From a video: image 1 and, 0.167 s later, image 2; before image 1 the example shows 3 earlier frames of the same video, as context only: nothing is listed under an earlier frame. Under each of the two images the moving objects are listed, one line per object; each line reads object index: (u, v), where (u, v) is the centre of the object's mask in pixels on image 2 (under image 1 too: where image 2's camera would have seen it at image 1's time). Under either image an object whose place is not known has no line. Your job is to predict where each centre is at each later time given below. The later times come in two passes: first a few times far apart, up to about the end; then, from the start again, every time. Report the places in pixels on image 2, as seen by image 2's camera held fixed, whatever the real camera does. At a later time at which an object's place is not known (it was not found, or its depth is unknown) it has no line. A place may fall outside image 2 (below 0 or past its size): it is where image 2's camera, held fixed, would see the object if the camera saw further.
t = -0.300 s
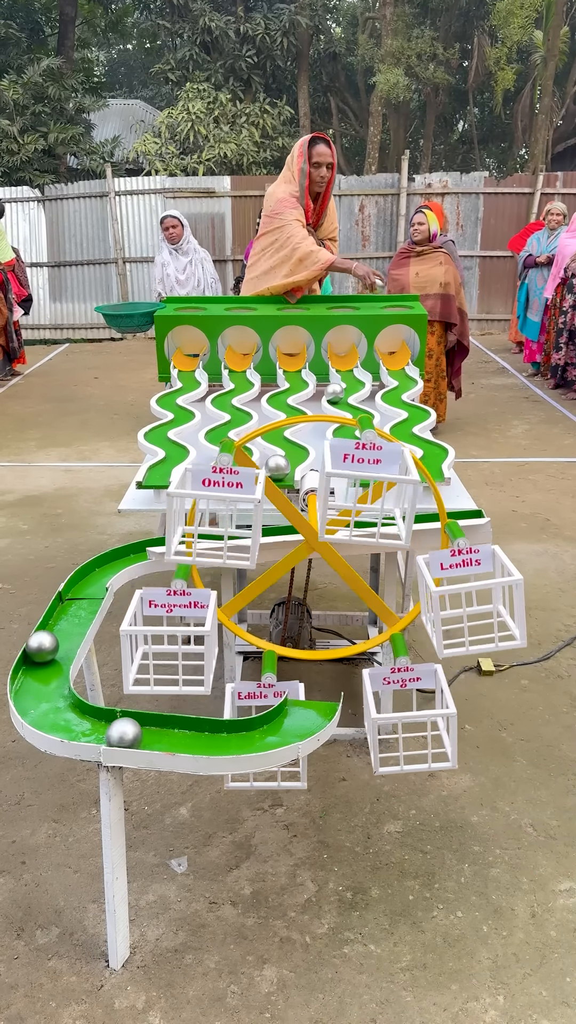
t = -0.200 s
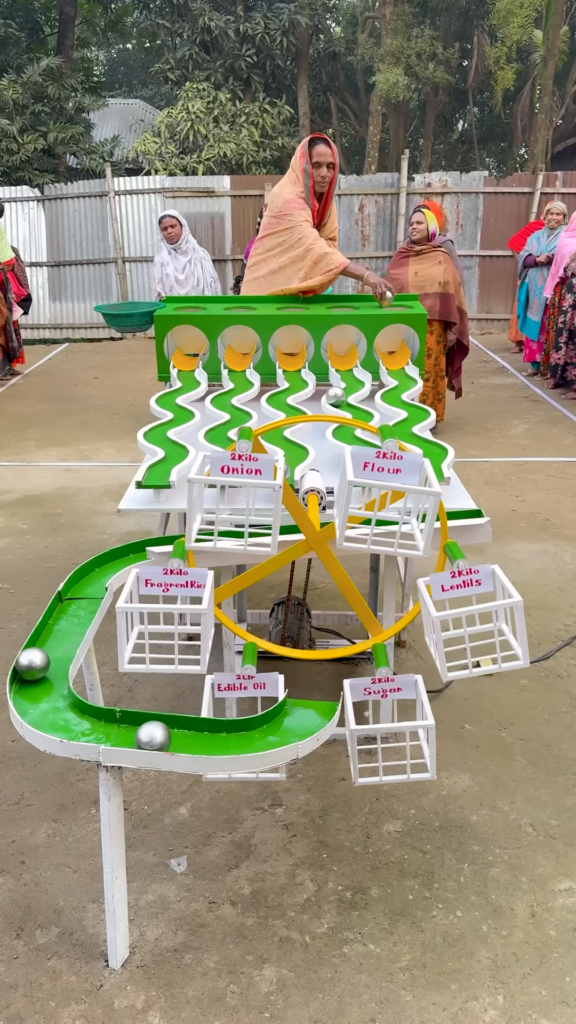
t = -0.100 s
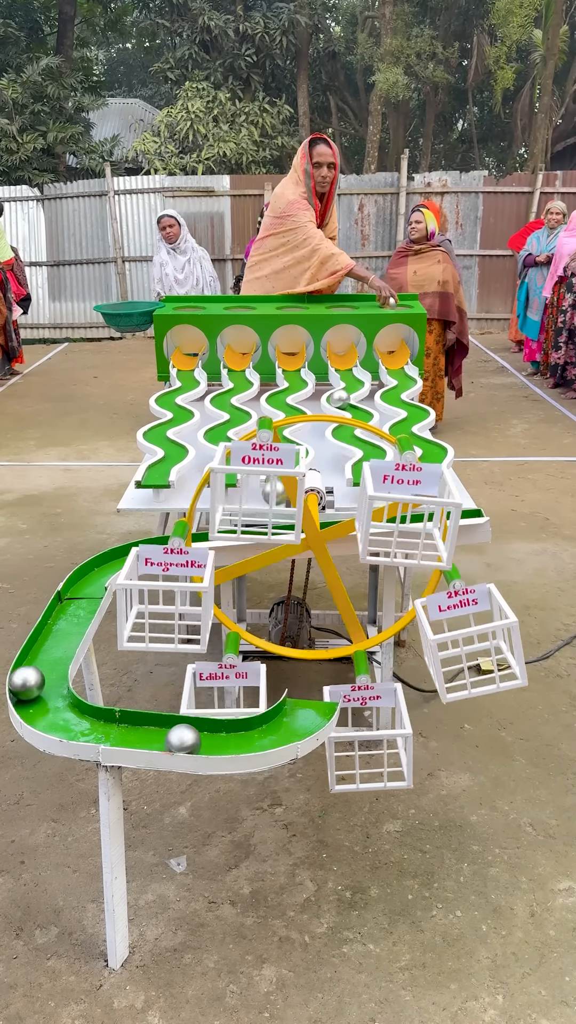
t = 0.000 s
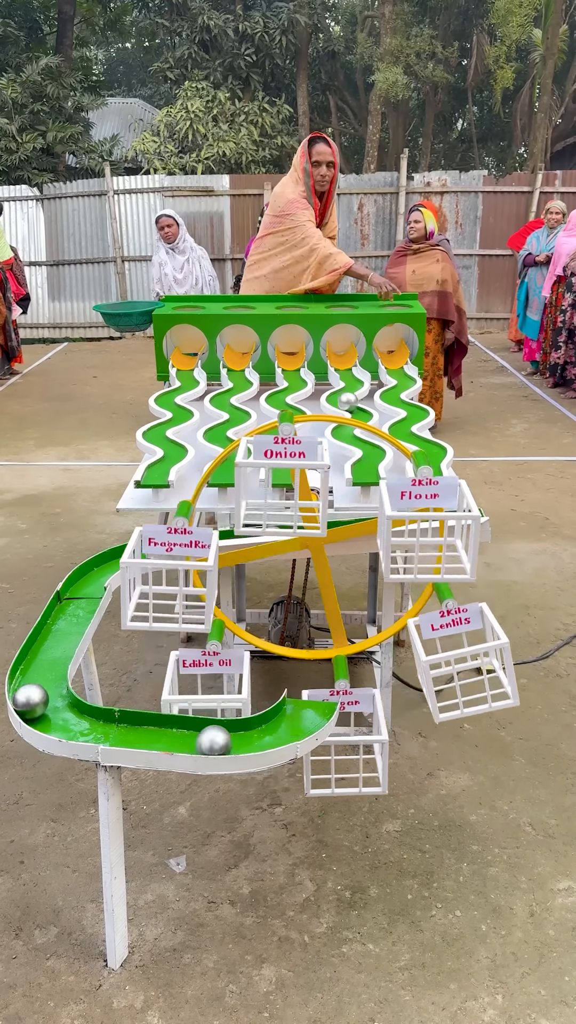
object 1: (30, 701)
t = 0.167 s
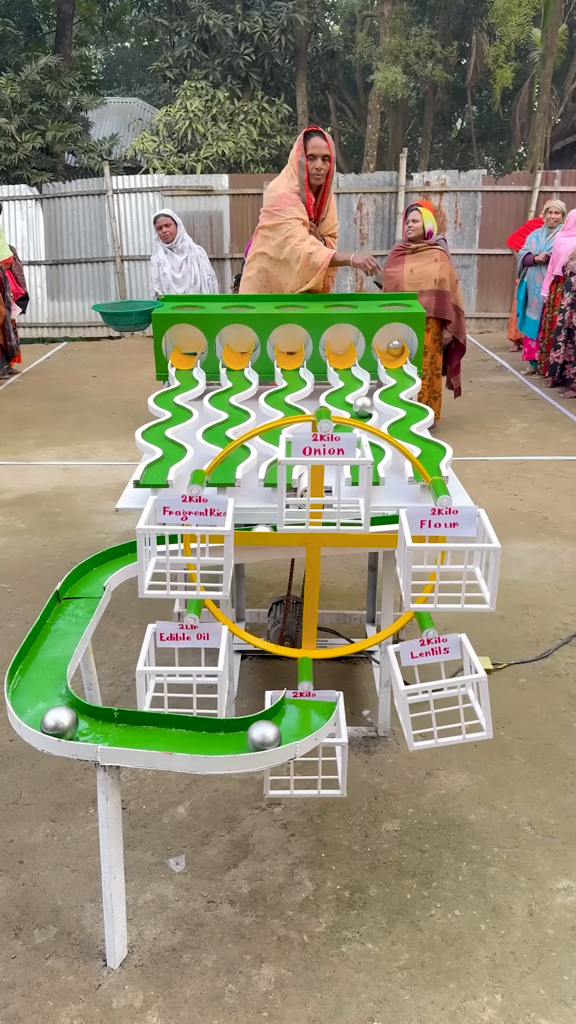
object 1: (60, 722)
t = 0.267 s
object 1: (86, 728)
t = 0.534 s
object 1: (169, 738)
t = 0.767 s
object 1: (247, 738)
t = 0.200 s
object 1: (68, 725)
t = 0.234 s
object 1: (76, 726)
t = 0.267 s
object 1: (86, 728)
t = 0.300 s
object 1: (96, 730)
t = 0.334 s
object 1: (105, 730)
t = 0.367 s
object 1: (116, 732)
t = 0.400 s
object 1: (126, 733)
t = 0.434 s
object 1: (137, 735)
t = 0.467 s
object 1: (148, 736)
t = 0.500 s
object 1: (158, 737)
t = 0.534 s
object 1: (169, 738)
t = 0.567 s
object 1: (180, 738)
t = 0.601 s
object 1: (191, 739)
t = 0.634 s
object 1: (202, 740)
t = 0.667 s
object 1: (213, 740)
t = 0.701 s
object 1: (224, 740)
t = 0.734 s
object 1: (236, 739)
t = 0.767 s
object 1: (247, 738)
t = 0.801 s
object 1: (257, 736)
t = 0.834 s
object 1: (267, 734)
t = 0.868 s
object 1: (276, 732)
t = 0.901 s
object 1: (286, 729)
